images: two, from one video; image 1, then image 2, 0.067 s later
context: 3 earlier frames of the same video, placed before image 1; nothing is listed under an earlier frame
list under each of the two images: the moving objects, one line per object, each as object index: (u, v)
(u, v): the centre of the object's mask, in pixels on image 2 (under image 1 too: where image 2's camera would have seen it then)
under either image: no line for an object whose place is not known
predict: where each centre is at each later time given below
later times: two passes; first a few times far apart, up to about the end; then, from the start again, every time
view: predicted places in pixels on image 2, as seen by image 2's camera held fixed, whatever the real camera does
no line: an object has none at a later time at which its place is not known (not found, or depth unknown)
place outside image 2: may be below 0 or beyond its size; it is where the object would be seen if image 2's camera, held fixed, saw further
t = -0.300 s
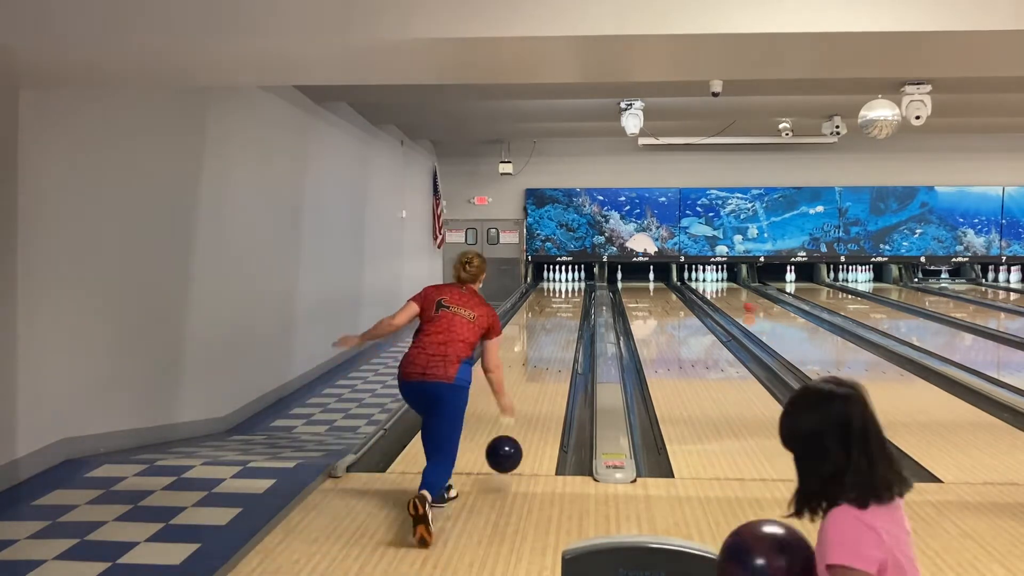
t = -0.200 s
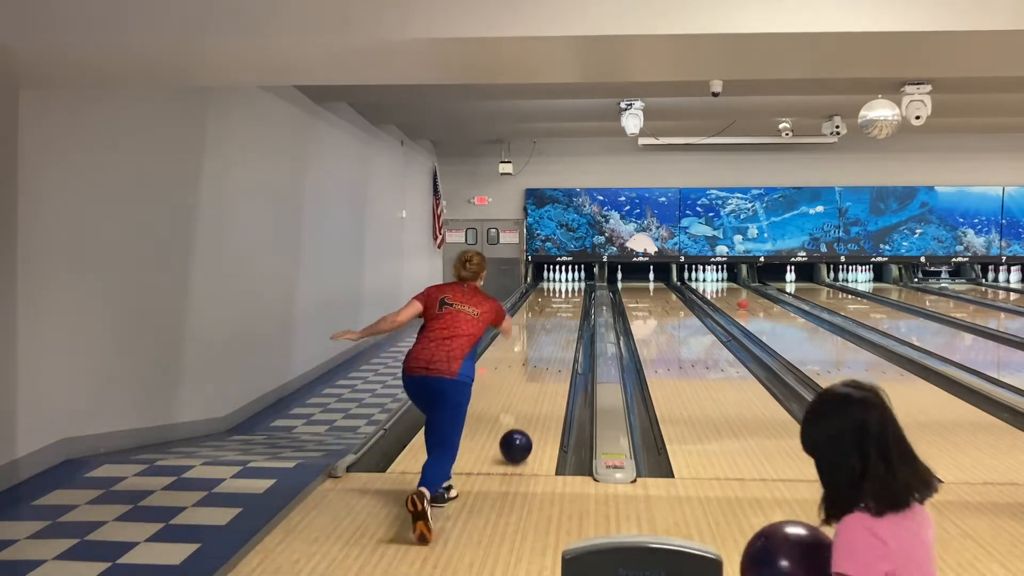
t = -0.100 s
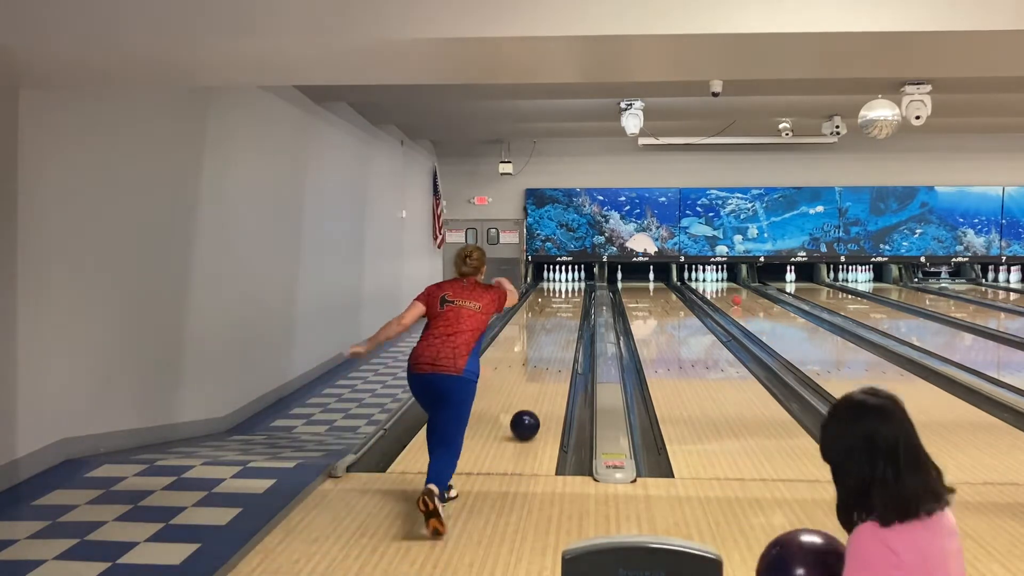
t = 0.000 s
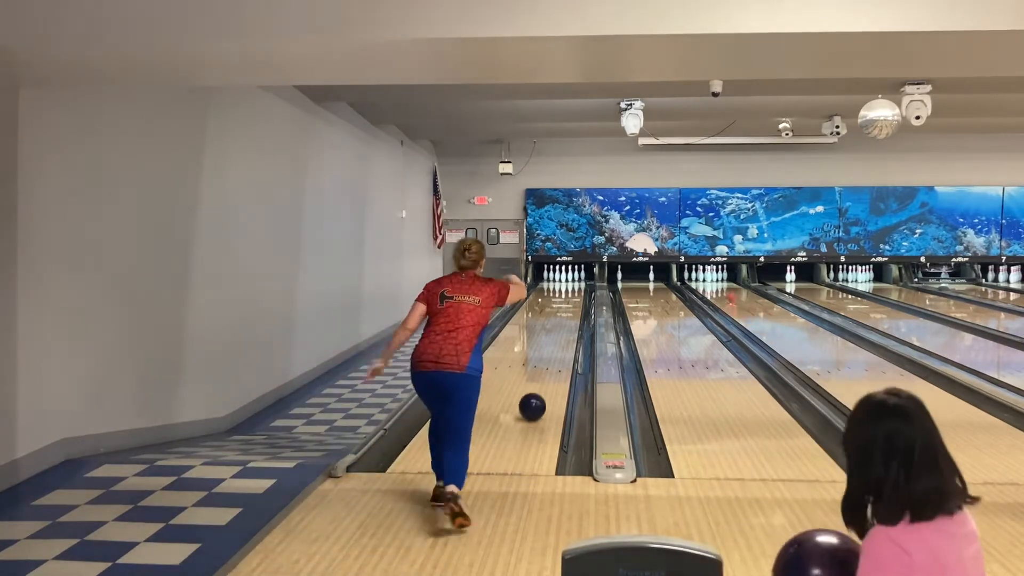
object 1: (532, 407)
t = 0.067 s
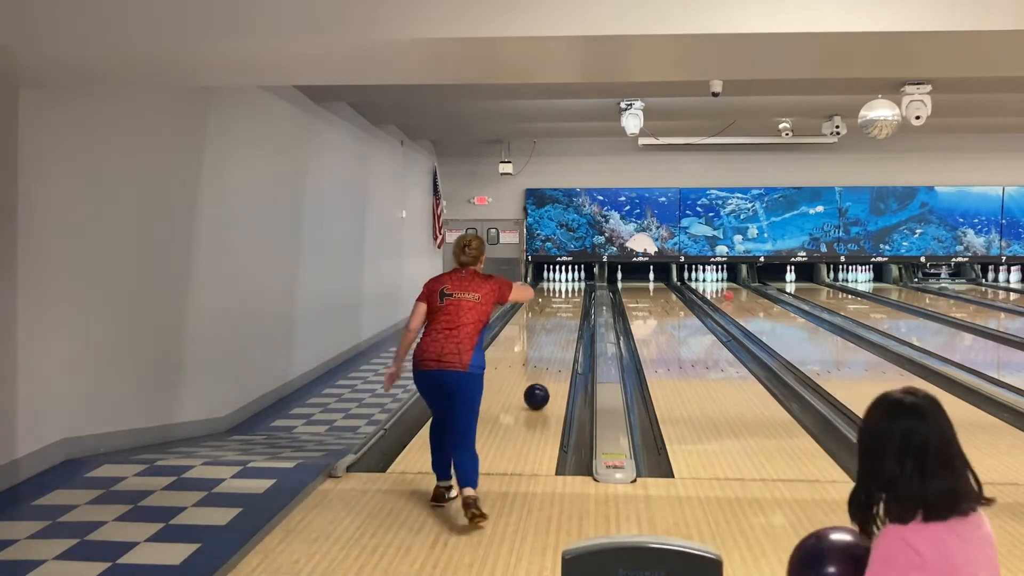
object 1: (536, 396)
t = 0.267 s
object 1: (546, 371)
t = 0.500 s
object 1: (554, 349)
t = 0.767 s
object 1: (561, 331)
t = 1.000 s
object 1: (565, 318)
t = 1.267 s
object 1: (569, 307)
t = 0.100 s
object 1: (538, 392)
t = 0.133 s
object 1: (540, 387)
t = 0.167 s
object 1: (542, 382)
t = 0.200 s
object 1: (543, 379)
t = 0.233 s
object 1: (545, 375)
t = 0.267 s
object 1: (546, 371)
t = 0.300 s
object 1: (548, 367)
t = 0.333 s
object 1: (549, 364)
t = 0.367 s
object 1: (550, 361)
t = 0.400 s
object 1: (551, 357)
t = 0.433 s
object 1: (552, 355)
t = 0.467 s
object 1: (554, 352)
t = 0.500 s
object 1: (554, 349)
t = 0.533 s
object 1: (556, 347)
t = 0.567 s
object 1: (557, 344)
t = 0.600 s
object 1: (557, 342)
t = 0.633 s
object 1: (558, 339)
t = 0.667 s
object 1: (559, 337)
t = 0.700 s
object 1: (560, 335)
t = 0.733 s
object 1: (561, 333)
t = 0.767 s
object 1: (561, 331)
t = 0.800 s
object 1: (562, 329)
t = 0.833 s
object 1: (563, 327)
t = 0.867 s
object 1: (563, 325)
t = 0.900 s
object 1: (564, 323)
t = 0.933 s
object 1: (564, 321)
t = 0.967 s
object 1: (565, 320)
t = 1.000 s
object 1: (565, 318)
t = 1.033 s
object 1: (566, 317)
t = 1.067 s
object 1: (567, 315)
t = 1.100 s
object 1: (567, 313)
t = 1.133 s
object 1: (567, 312)
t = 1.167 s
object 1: (568, 311)
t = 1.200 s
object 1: (568, 310)
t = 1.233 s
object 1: (569, 308)
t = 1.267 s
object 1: (569, 307)
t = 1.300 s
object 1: (569, 306)
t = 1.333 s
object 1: (570, 305)
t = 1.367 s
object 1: (570, 304)
